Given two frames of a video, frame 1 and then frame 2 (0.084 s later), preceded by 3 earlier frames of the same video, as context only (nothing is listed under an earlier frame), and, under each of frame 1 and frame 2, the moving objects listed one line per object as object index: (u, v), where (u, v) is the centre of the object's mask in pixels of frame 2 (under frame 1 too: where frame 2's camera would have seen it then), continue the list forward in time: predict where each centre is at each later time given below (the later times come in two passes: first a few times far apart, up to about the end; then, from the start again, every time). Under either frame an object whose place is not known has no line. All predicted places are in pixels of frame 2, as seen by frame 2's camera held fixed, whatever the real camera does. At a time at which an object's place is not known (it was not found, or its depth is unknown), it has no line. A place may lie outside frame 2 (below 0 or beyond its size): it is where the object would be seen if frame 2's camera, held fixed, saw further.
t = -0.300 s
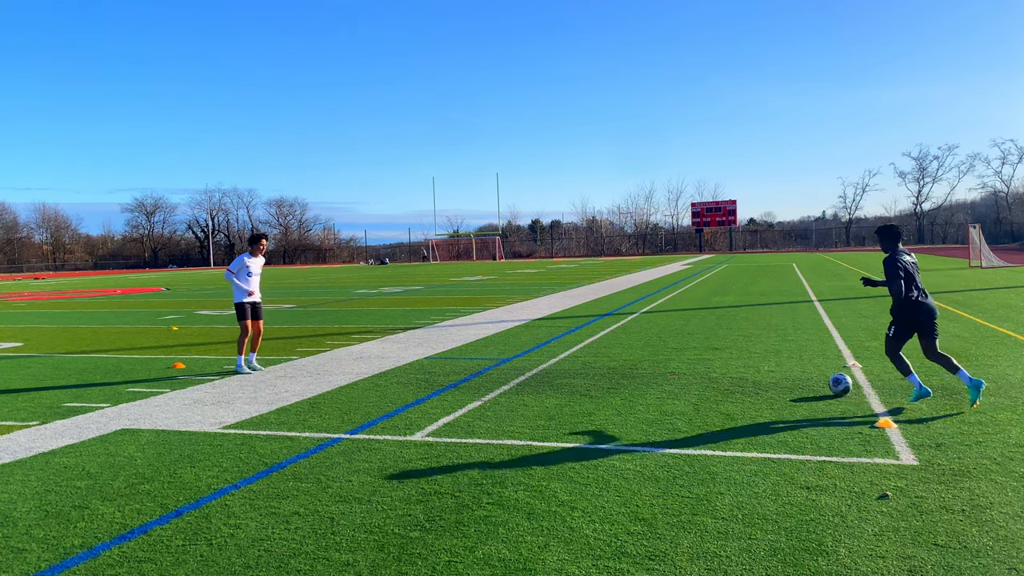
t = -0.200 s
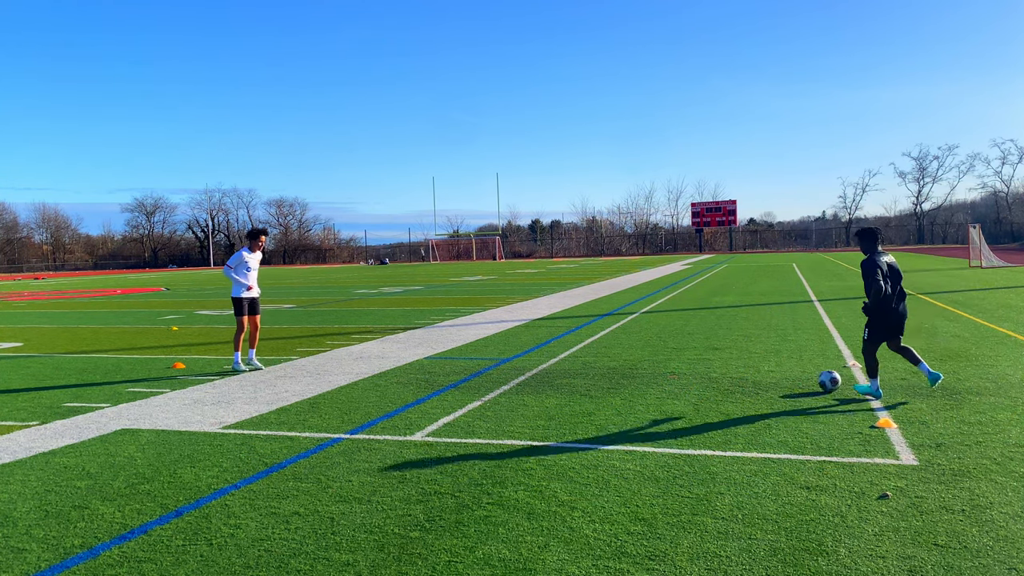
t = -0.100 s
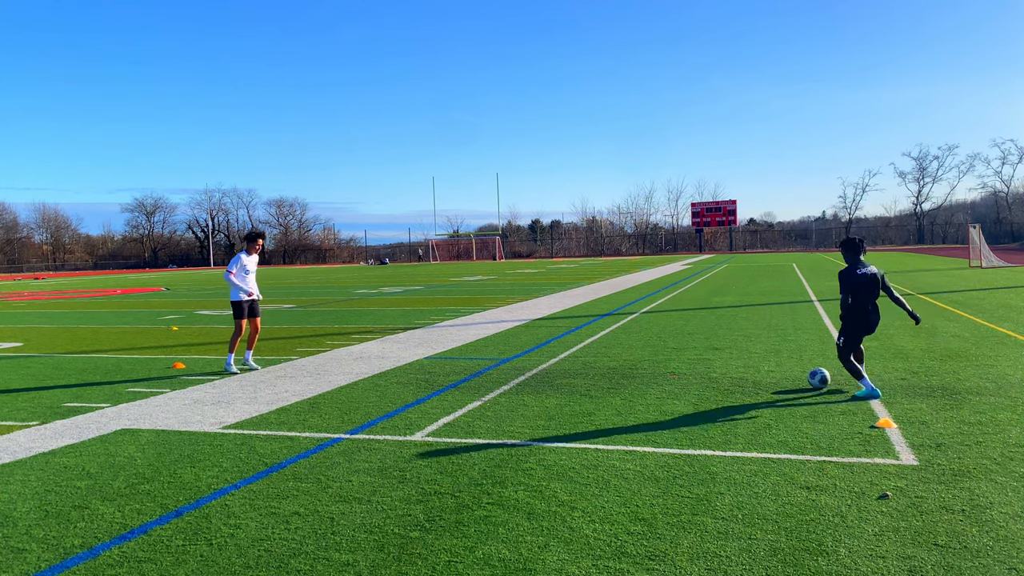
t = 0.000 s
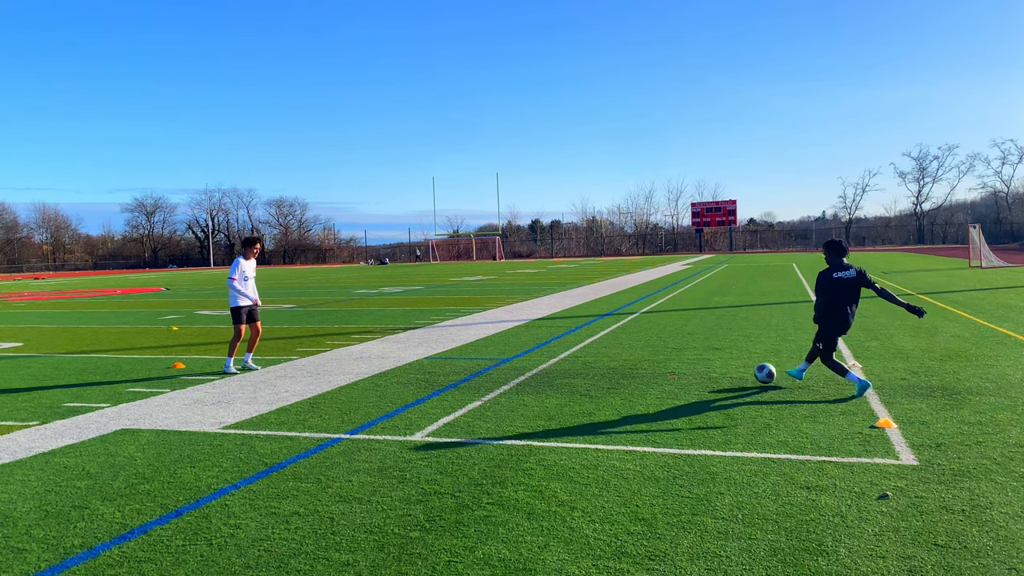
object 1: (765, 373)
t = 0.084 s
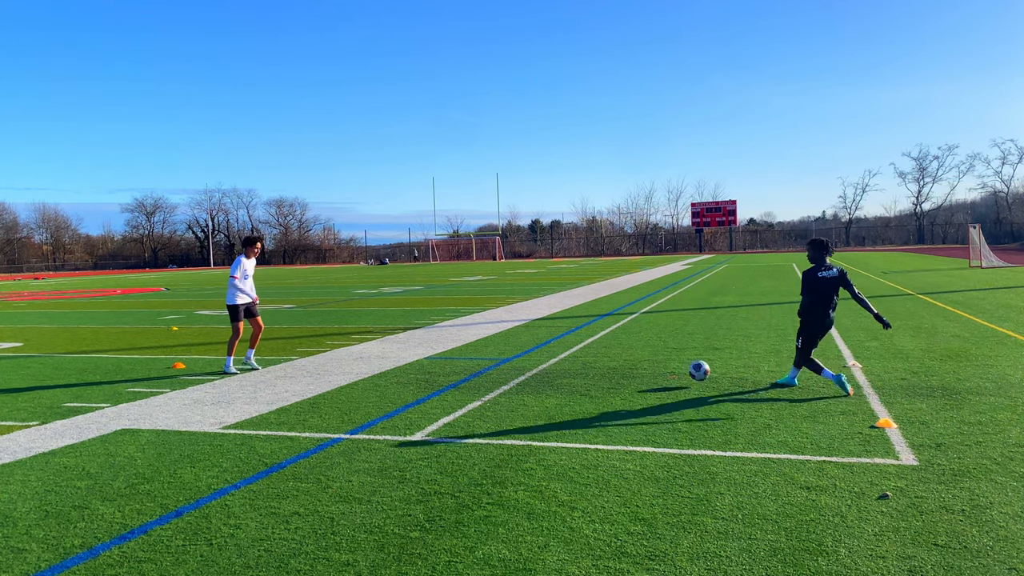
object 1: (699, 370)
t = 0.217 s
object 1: (605, 371)
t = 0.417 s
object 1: (494, 374)
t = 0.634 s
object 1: (404, 369)
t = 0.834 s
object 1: (325, 370)
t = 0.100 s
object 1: (686, 371)
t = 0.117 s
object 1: (673, 371)
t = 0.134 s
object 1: (661, 372)
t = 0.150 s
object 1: (648, 373)
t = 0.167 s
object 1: (636, 374)
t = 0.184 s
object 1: (625, 374)
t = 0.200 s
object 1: (615, 373)
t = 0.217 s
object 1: (605, 371)
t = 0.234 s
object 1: (596, 370)
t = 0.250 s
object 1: (586, 369)
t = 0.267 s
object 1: (577, 368)
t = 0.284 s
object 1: (567, 367)
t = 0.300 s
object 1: (557, 367)
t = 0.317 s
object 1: (548, 368)
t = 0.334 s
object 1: (539, 368)
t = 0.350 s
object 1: (530, 368)
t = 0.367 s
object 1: (521, 369)
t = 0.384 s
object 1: (511, 370)
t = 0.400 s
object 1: (503, 372)
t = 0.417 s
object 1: (494, 374)
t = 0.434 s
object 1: (486, 374)
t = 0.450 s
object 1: (479, 373)
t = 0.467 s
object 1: (472, 371)
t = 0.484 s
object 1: (465, 370)
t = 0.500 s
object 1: (458, 369)
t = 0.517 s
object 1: (451, 368)
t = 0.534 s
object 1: (444, 367)
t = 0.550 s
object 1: (437, 367)
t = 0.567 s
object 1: (431, 367)
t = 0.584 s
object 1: (424, 367)
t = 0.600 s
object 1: (417, 367)
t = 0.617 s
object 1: (411, 368)
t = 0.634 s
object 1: (404, 369)
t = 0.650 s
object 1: (397, 370)
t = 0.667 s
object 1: (391, 371)
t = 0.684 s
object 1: (384, 373)
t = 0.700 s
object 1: (377, 372)
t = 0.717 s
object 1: (371, 371)
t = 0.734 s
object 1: (364, 370)
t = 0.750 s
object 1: (358, 370)
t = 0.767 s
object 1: (351, 369)
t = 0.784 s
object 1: (345, 369)
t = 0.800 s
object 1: (338, 369)
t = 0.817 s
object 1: (331, 369)
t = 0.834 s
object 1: (325, 370)
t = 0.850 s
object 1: (319, 371)
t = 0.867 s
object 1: (313, 372)
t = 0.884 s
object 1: (307, 373)
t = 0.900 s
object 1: (300, 372)
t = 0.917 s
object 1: (294, 372)
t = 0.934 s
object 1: (288, 371)
